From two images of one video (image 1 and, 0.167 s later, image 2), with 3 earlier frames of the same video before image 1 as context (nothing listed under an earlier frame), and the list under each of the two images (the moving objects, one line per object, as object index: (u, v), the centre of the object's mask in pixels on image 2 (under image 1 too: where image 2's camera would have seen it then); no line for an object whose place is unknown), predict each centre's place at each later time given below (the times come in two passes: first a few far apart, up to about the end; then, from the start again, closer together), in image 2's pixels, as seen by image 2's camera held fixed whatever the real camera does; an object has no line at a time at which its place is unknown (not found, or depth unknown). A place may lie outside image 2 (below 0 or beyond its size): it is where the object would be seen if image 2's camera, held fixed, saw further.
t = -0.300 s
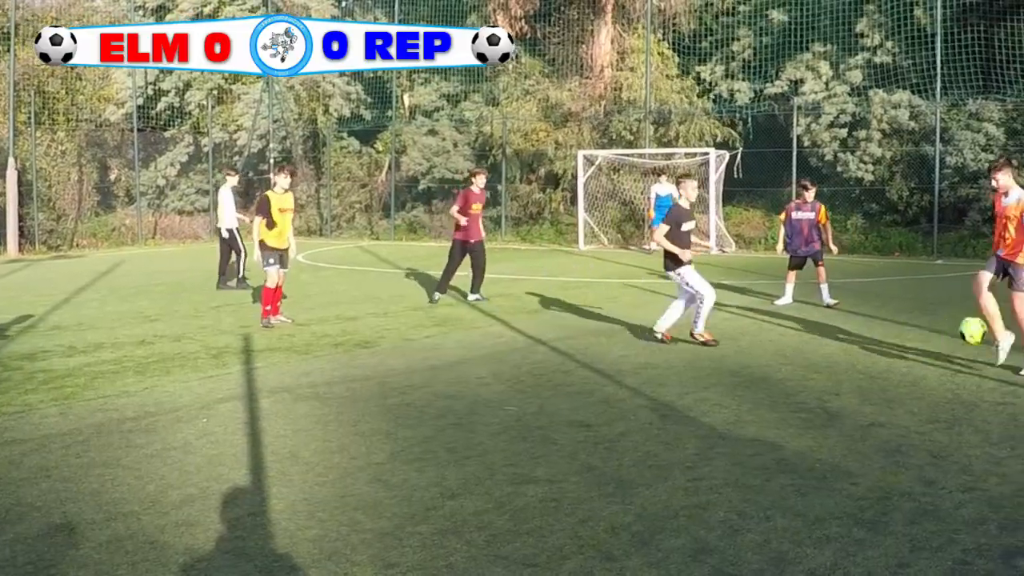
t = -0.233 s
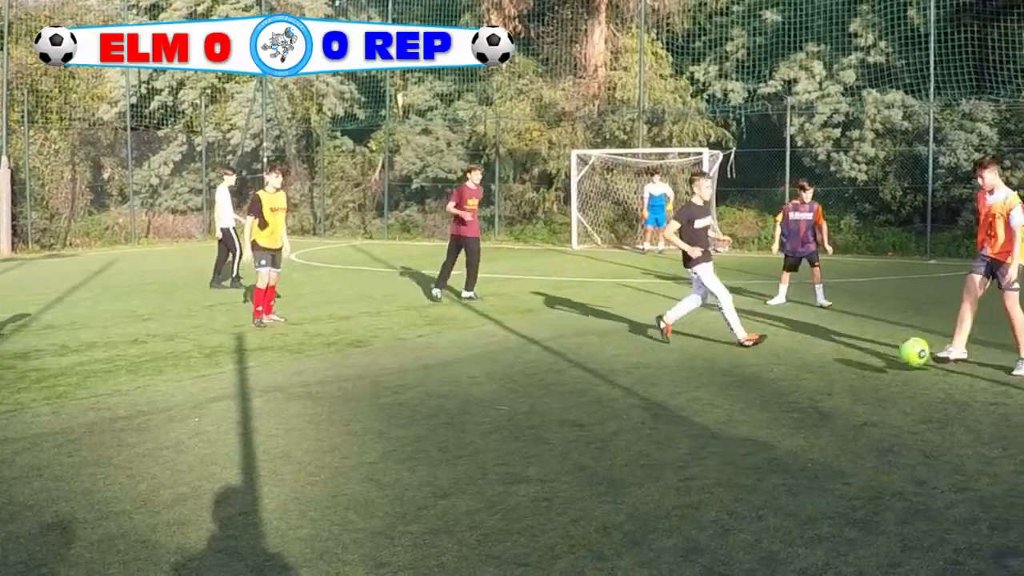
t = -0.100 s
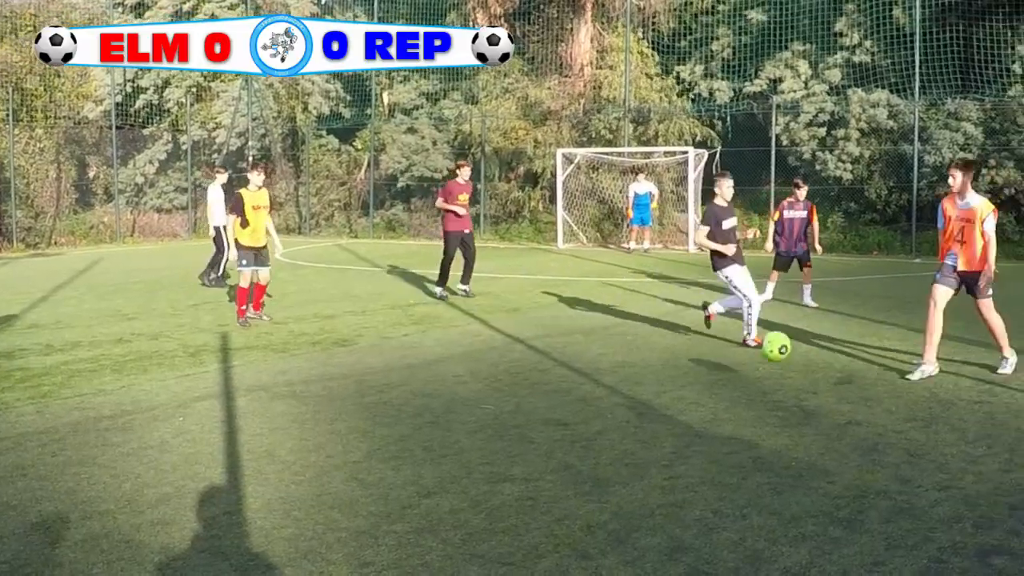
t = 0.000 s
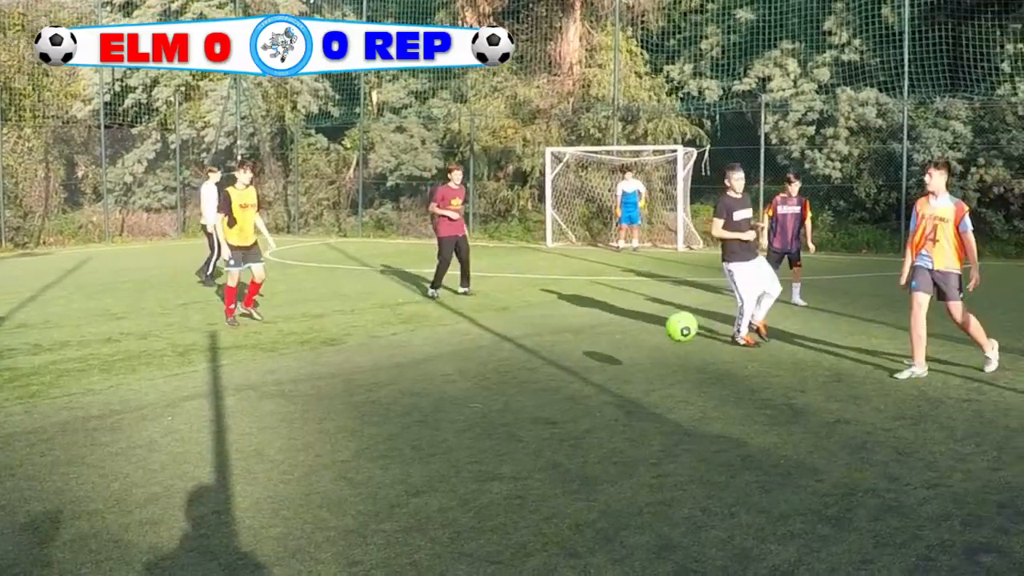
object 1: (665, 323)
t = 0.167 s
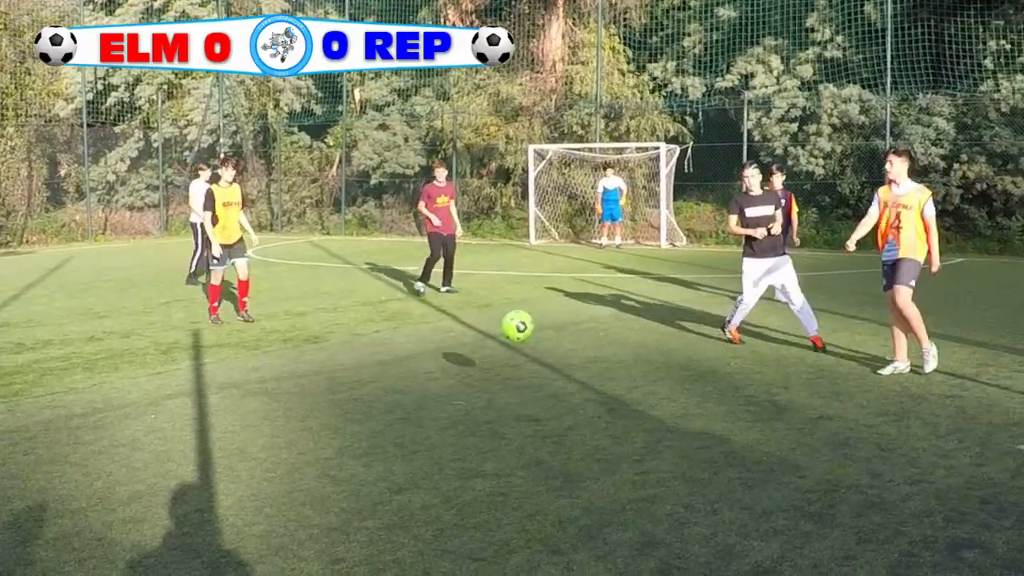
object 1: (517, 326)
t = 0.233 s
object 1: (457, 339)
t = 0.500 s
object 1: (223, 363)
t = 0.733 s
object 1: (41, 362)
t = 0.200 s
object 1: (487, 332)
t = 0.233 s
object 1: (457, 339)
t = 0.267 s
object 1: (426, 349)
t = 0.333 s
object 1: (366, 373)
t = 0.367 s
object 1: (336, 387)
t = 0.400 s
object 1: (307, 388)
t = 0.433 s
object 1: (279, 379)
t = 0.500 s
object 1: (223, 363)
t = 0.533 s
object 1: (195, 357)
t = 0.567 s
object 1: (168, 354)
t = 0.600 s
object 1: (141, 351)
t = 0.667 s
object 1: (87, 353)
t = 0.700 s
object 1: (61, 357)
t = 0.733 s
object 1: (41, 362)
